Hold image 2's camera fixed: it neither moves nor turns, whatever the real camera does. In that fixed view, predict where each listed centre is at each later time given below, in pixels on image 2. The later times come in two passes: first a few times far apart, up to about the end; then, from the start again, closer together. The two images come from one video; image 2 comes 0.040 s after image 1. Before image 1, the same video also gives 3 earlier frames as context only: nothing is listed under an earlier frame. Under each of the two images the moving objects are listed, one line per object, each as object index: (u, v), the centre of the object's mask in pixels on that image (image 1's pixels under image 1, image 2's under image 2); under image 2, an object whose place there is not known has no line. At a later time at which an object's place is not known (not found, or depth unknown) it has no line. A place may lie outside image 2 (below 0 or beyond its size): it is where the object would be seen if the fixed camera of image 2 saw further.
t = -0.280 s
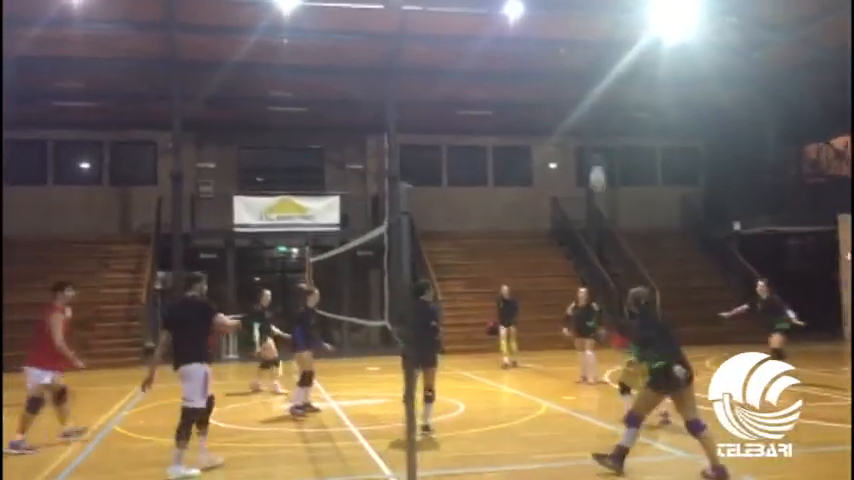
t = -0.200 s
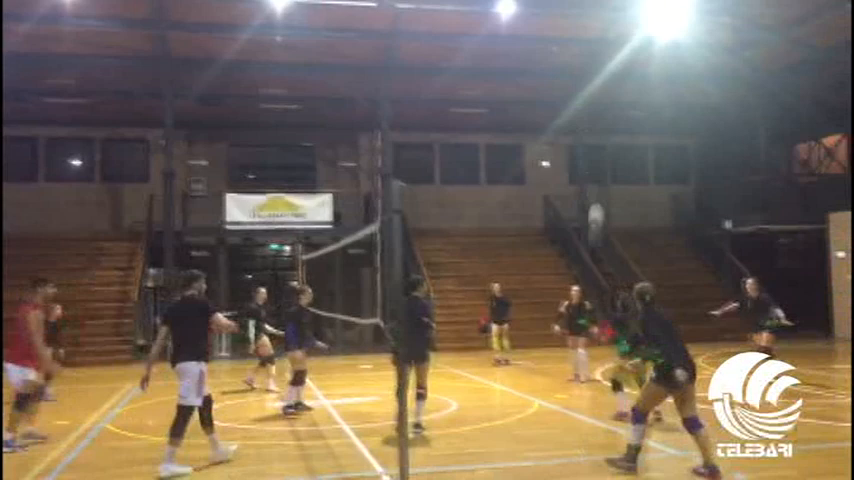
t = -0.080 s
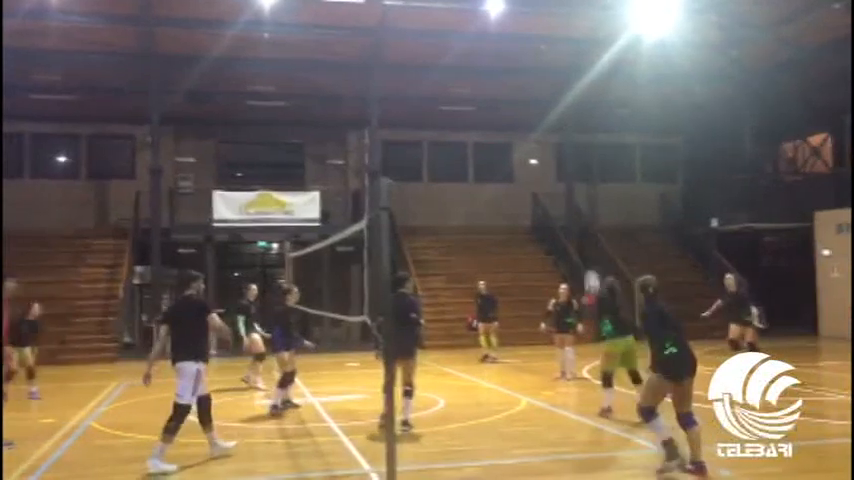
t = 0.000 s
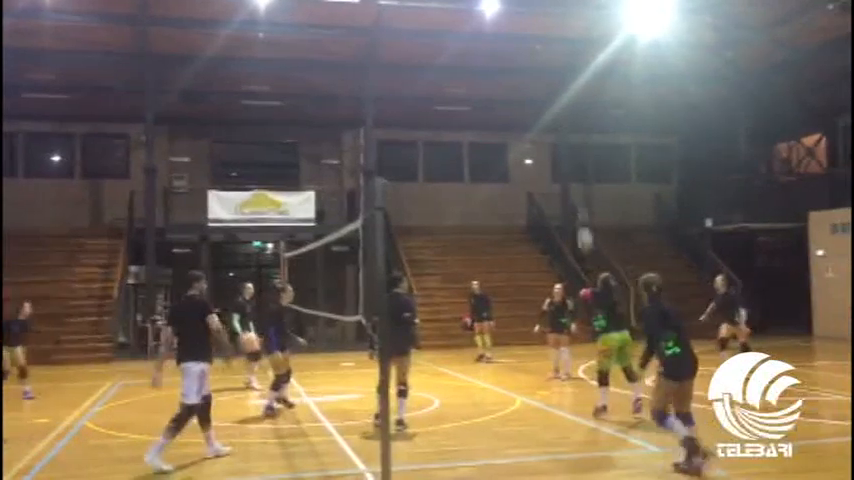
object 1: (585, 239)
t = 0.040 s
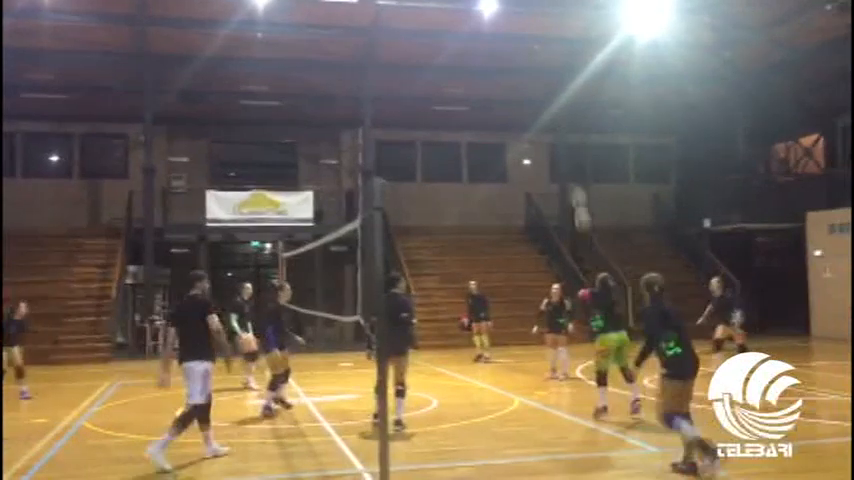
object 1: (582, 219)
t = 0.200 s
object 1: (575, 128)
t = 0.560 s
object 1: (565, 17)
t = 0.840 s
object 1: (560, 0)
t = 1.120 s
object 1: (556, 36)
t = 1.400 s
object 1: (555, 117)
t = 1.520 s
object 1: (556, 171)
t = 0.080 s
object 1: (579, 191)
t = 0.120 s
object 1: (577, 164)
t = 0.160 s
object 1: (576, 145)
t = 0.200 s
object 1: (575, 128)
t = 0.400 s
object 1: (569, 55)
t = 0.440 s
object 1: (568, 43)
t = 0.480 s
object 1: (566, 31)
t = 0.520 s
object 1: (565, 23)
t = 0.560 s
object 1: (565, 17)
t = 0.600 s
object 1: (564, 11)
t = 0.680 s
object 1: (563, 2)
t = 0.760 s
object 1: (562, 1)
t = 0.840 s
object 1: (560, 0)
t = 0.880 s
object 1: (559, 1)
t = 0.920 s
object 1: (558, 3)
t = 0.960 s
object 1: (558, 8)
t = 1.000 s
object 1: (557, 12)
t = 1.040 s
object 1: (556, 18)
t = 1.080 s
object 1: (557, 28)
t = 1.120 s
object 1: (556, 36)
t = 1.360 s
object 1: (555, 104)
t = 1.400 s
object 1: (555, 117)
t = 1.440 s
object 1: (555, 135)
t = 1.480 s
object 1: (558, 157)
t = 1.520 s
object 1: (556, 171)
